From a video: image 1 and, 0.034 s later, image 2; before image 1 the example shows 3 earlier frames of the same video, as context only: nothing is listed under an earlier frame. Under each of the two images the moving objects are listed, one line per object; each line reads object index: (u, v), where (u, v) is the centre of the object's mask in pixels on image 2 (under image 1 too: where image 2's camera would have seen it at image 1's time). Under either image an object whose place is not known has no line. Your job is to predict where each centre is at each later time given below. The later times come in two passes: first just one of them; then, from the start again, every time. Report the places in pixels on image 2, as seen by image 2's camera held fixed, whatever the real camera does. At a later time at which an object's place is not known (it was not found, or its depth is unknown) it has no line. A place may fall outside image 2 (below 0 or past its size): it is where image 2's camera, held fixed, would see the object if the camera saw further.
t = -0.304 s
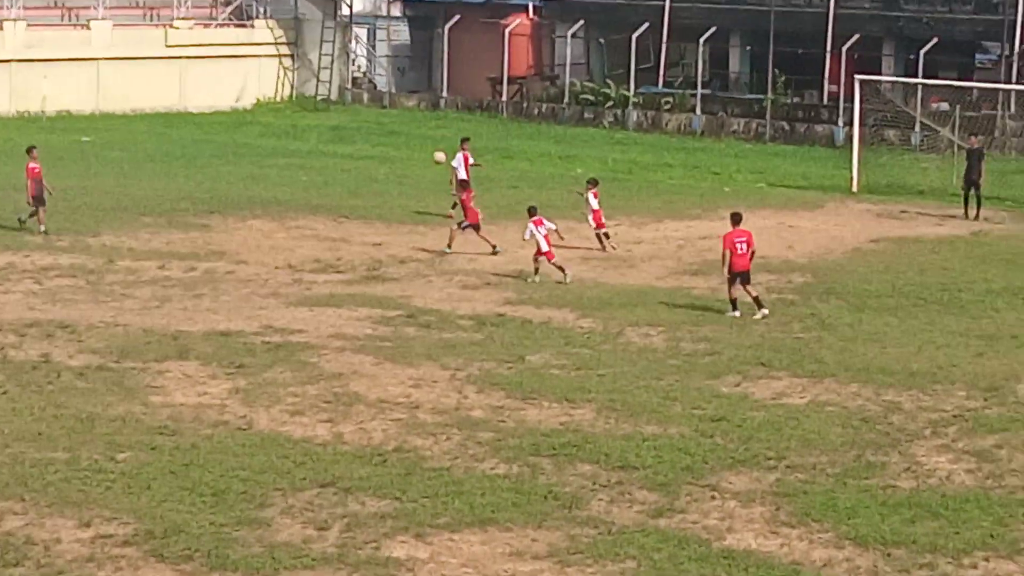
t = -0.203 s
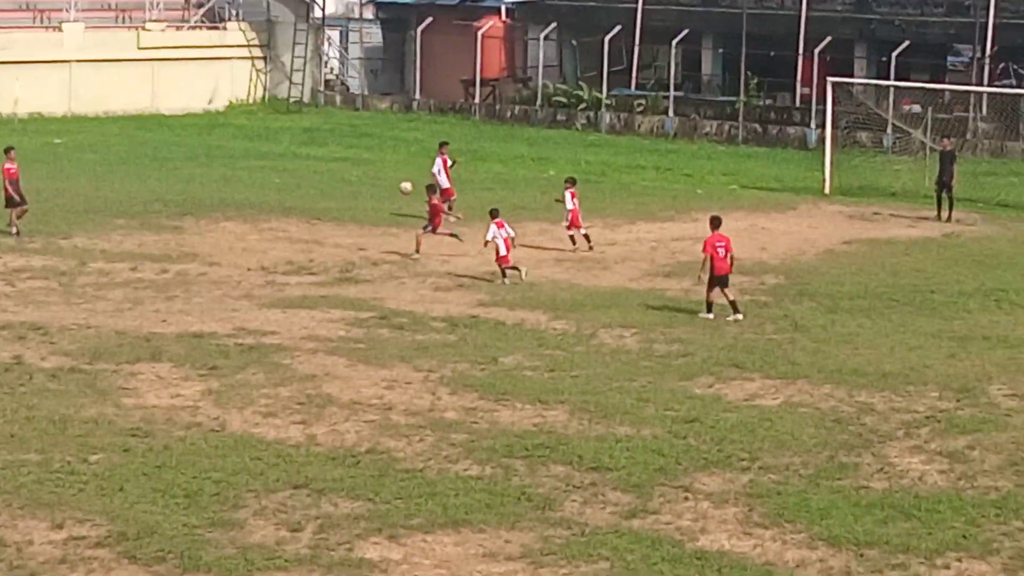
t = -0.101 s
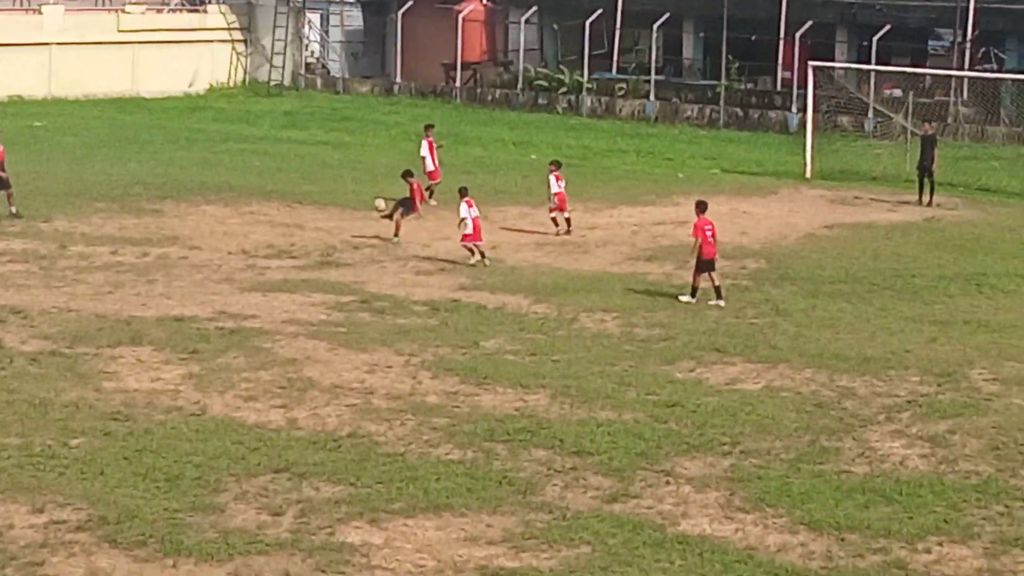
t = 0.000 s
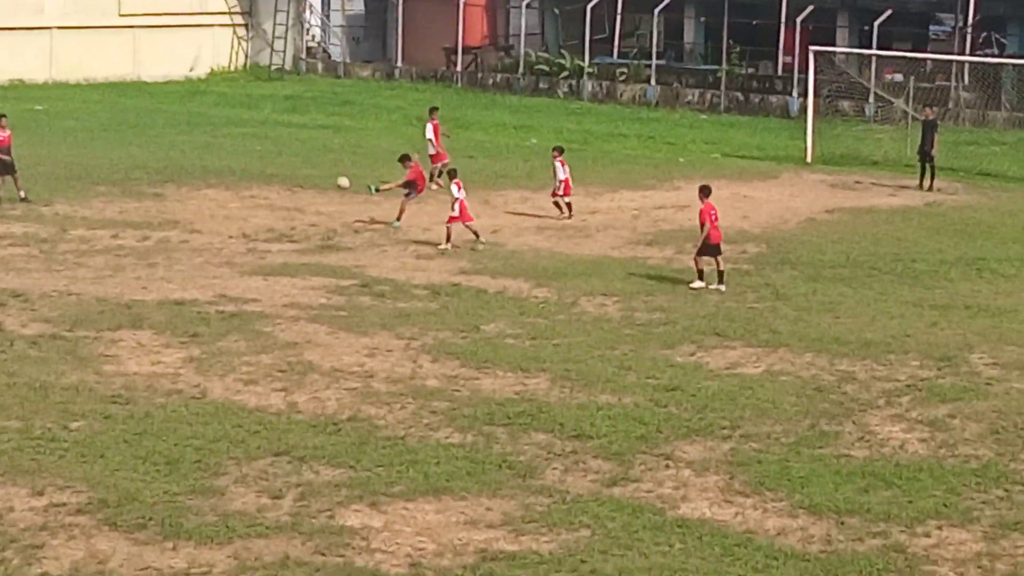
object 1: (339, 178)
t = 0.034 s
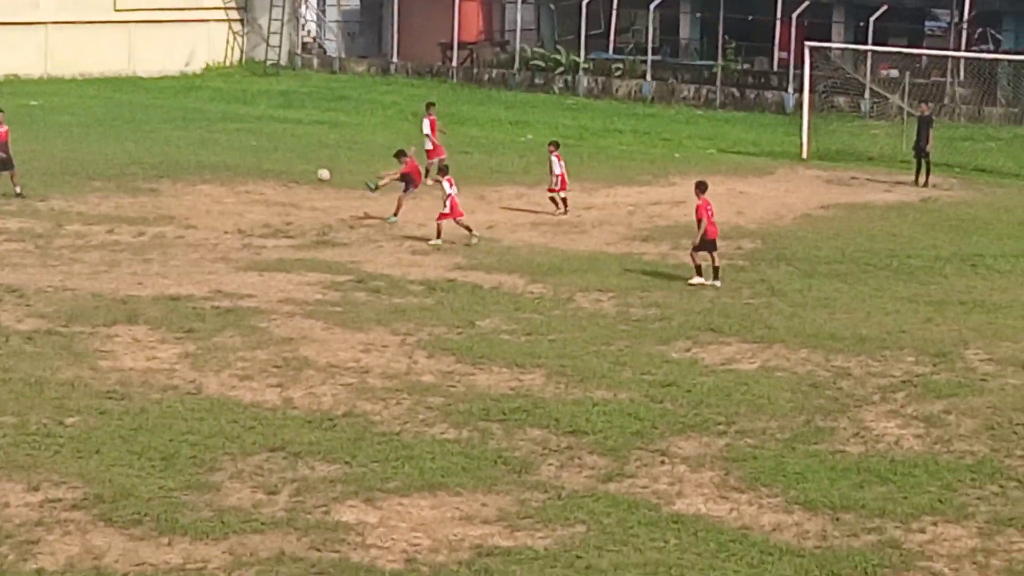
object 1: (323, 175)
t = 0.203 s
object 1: (241, 173)
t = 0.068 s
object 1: (307, 173)
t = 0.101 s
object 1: (291, 172)
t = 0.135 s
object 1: (274, 171)
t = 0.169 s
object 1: (257, 171)
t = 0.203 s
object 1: (241, 173)
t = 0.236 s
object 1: (224, 175)
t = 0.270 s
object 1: (208, 179)
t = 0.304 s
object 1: (191, 183)
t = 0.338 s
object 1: (173, 189)
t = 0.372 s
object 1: (156, 195)
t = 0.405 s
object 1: (140, 203)
